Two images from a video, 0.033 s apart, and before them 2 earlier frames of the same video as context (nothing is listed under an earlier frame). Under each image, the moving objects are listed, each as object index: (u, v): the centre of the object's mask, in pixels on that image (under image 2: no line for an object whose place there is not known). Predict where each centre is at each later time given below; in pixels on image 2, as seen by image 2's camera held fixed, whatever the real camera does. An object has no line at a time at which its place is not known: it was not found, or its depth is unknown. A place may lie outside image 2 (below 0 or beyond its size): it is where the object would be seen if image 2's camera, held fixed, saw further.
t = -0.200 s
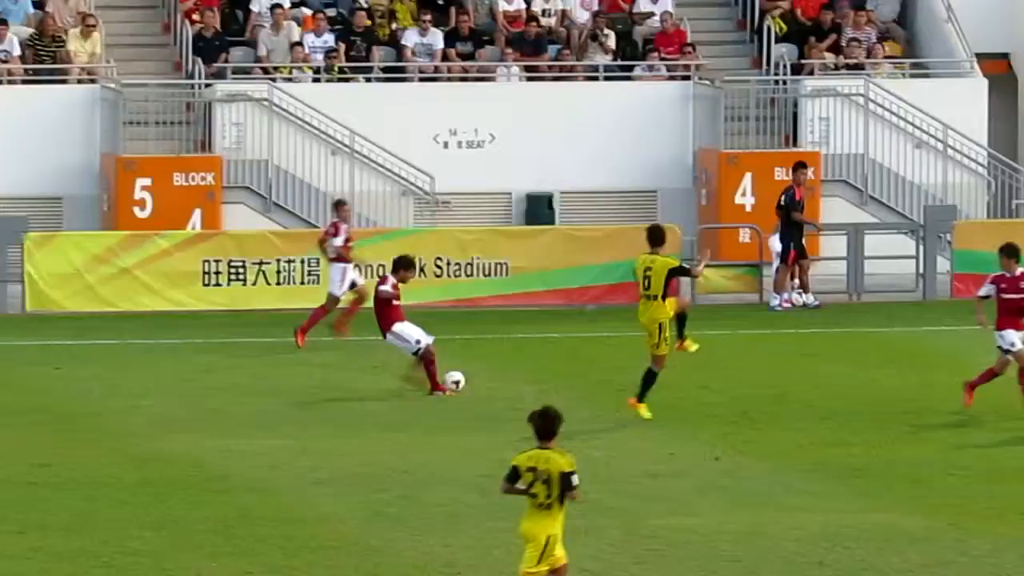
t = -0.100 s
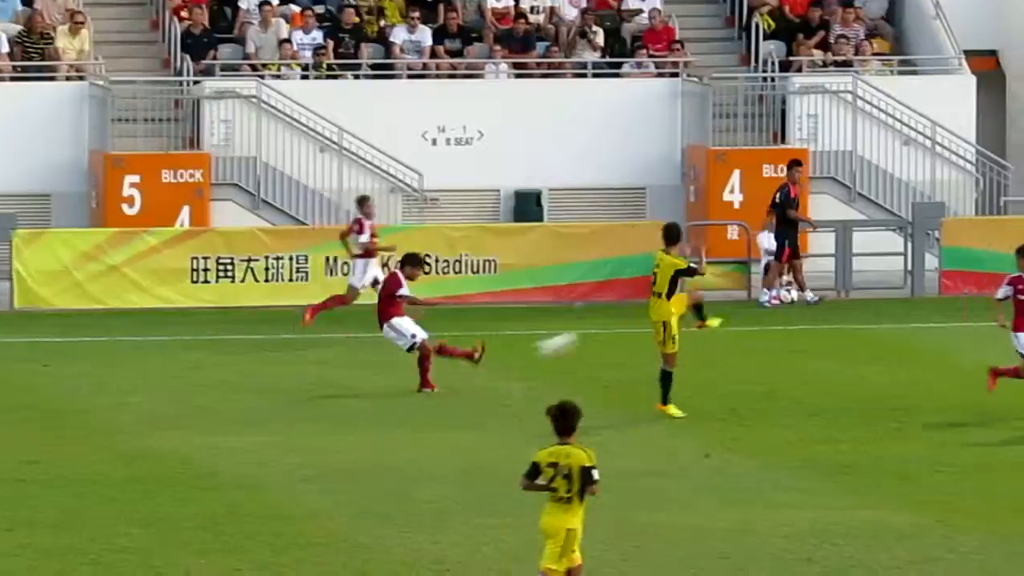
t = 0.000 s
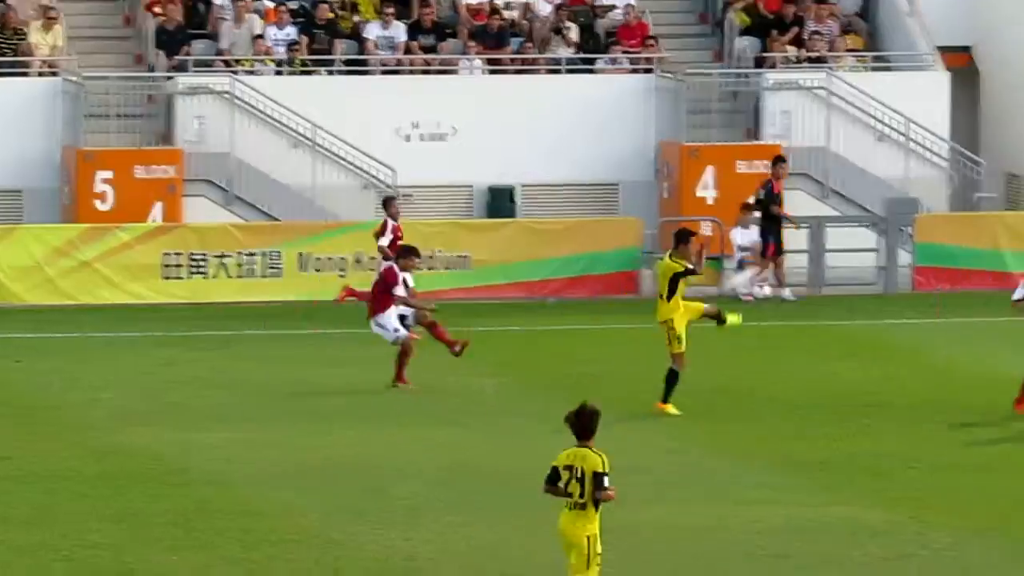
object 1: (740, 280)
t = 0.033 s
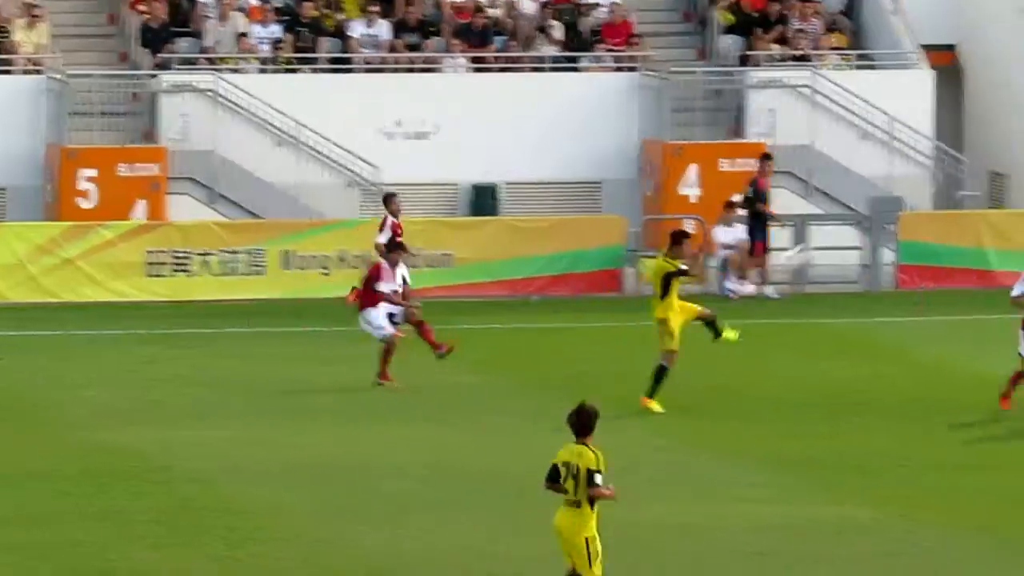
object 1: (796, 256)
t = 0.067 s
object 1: (860, 240)
